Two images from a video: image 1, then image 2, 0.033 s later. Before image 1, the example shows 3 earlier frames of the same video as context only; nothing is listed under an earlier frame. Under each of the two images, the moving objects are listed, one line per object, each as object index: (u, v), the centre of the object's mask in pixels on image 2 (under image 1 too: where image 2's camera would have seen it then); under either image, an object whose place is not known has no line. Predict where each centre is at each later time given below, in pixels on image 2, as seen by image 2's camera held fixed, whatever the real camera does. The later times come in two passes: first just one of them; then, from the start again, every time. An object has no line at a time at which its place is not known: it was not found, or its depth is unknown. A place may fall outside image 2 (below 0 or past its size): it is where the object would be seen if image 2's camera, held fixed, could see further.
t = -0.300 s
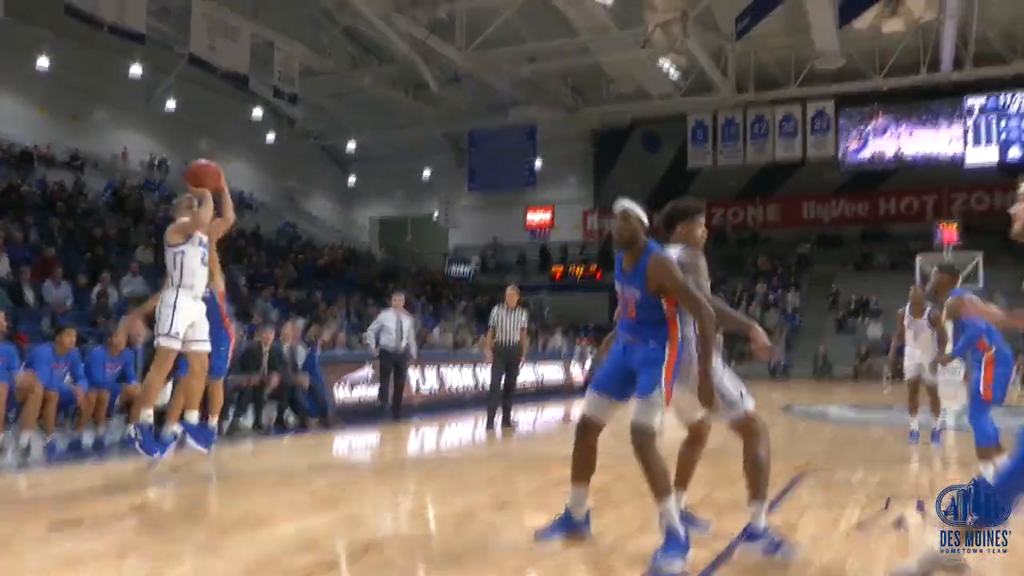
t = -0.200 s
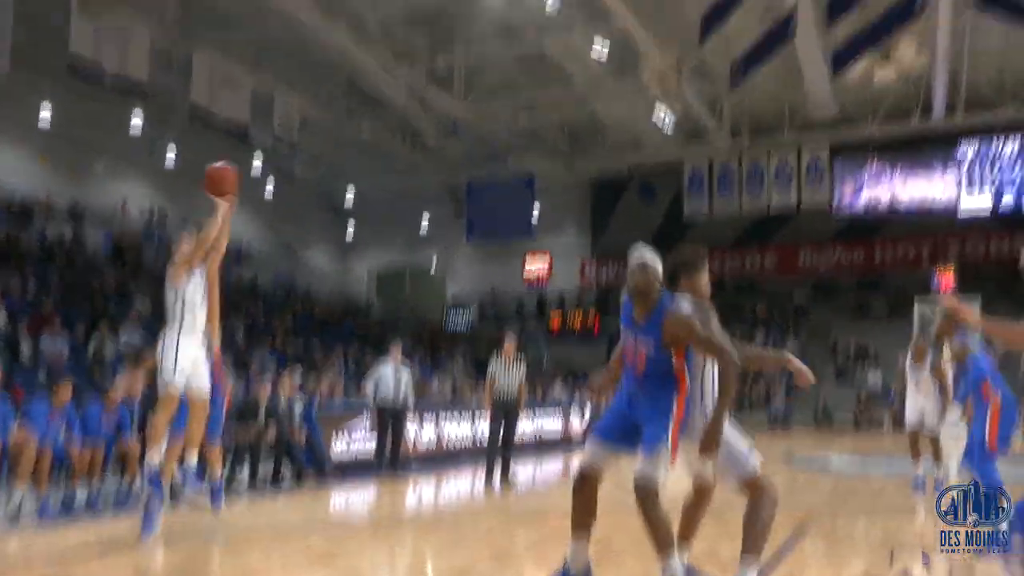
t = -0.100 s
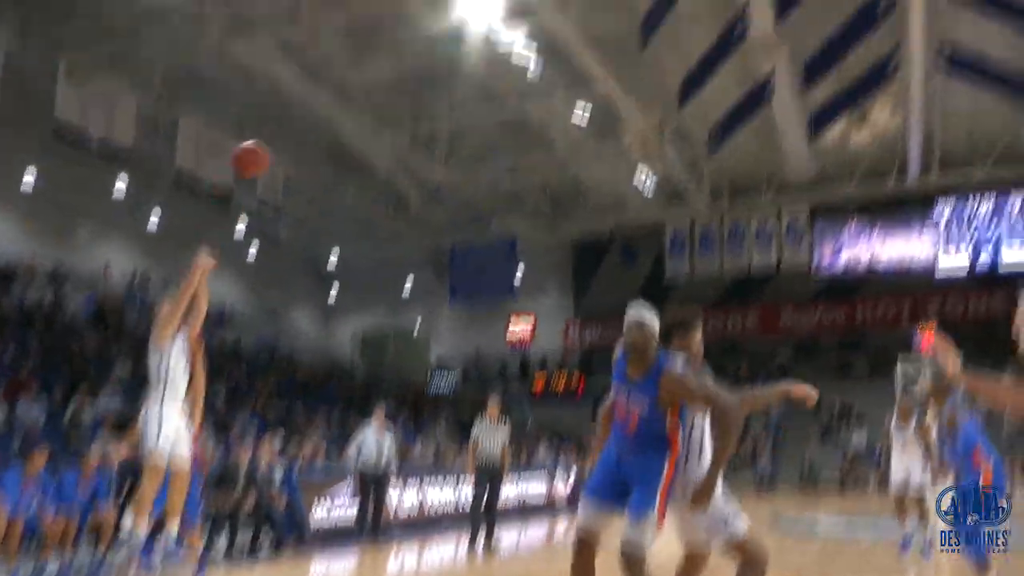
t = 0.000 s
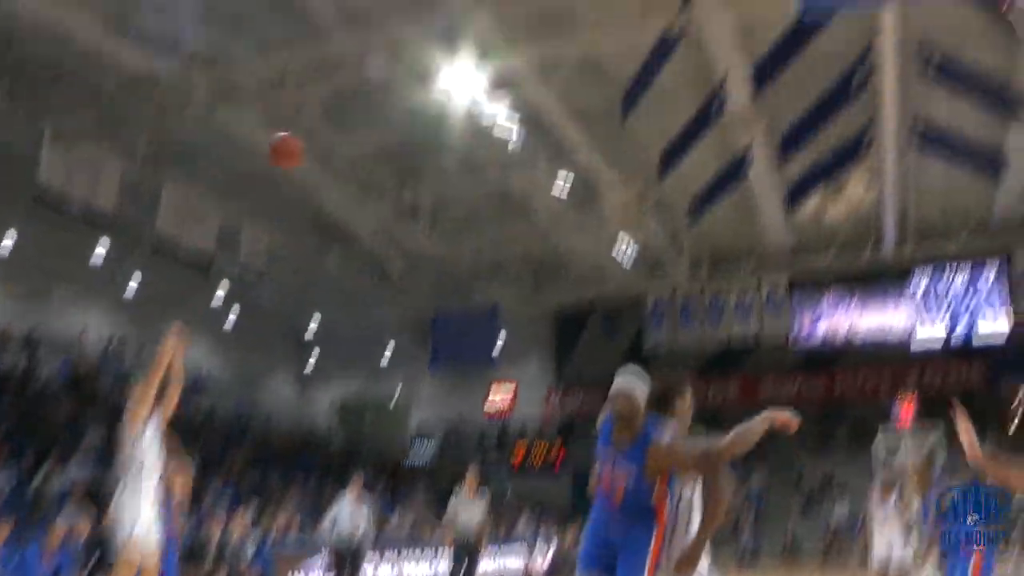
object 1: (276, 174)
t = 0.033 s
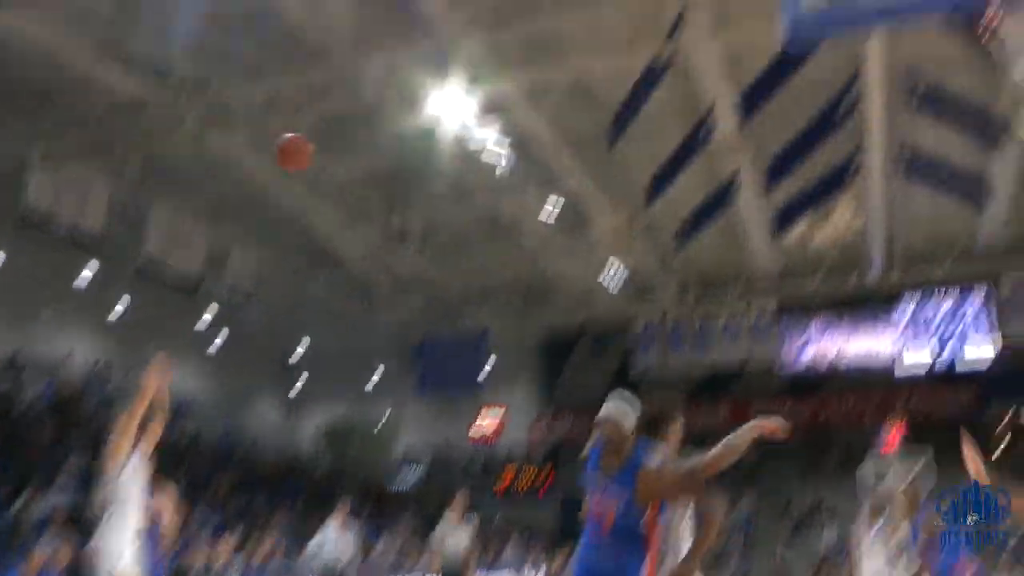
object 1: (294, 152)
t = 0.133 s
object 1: (350, 91)
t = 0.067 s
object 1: (311, 131)
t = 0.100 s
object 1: (331, 110)
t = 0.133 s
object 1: (350, 91)
